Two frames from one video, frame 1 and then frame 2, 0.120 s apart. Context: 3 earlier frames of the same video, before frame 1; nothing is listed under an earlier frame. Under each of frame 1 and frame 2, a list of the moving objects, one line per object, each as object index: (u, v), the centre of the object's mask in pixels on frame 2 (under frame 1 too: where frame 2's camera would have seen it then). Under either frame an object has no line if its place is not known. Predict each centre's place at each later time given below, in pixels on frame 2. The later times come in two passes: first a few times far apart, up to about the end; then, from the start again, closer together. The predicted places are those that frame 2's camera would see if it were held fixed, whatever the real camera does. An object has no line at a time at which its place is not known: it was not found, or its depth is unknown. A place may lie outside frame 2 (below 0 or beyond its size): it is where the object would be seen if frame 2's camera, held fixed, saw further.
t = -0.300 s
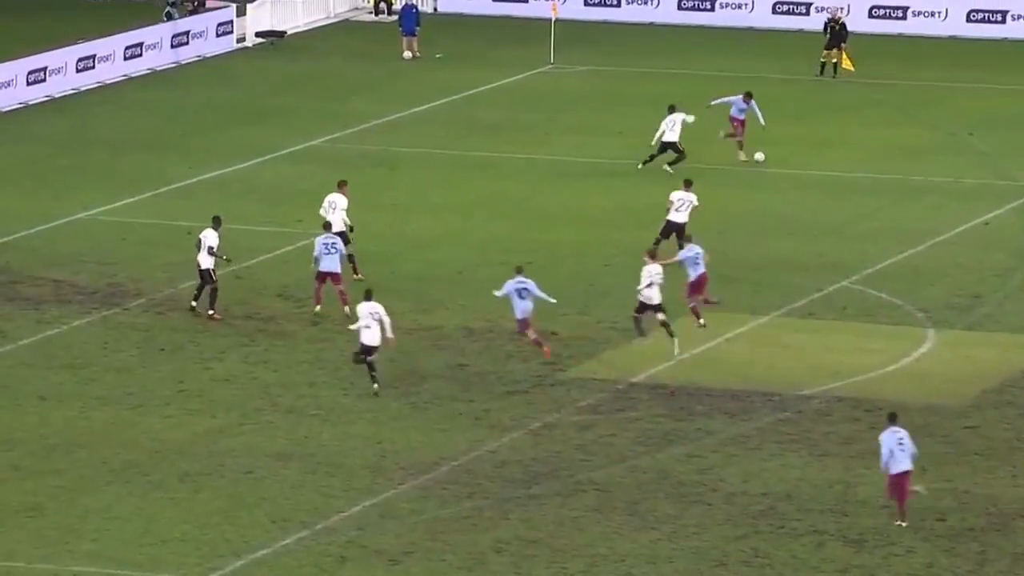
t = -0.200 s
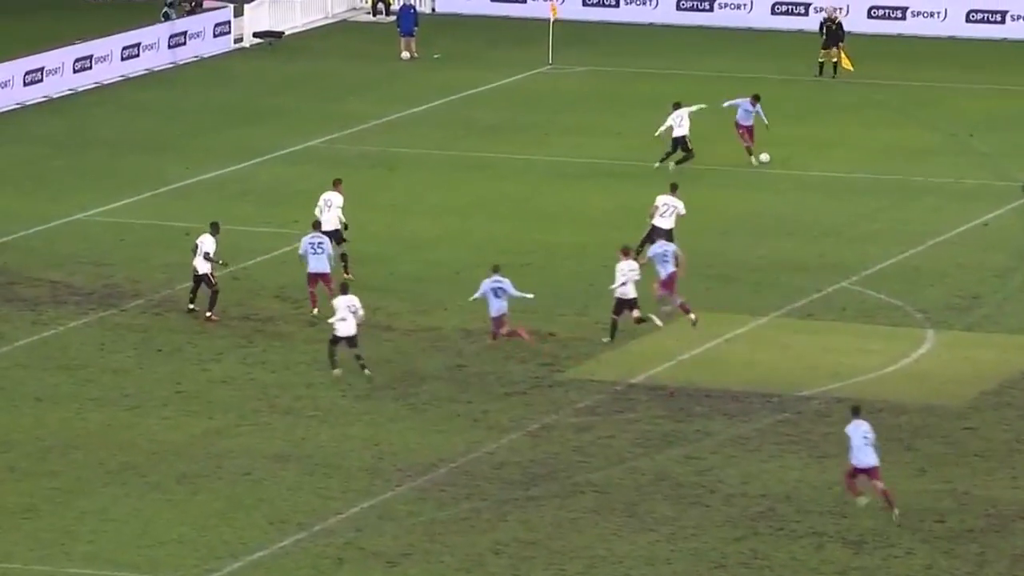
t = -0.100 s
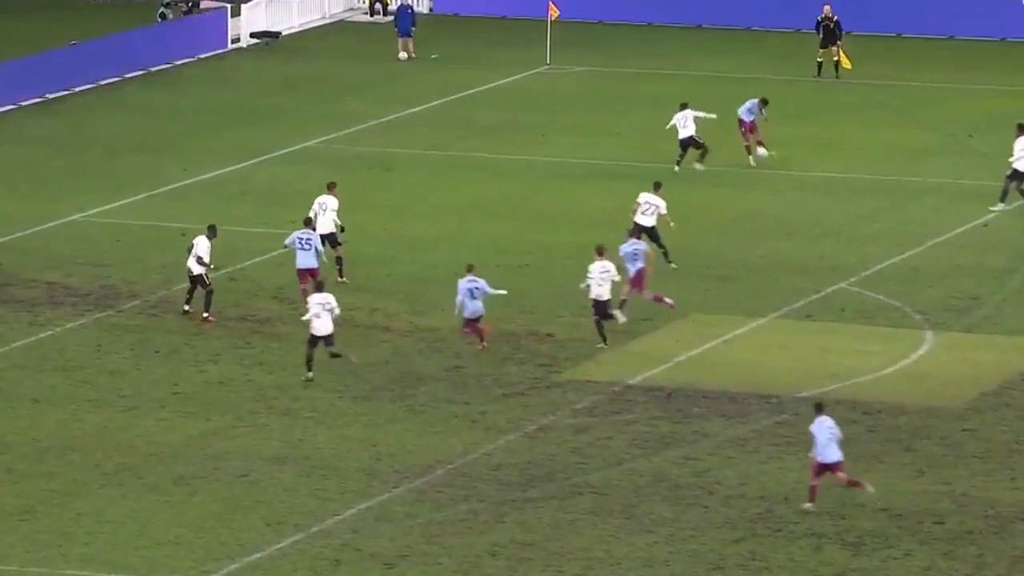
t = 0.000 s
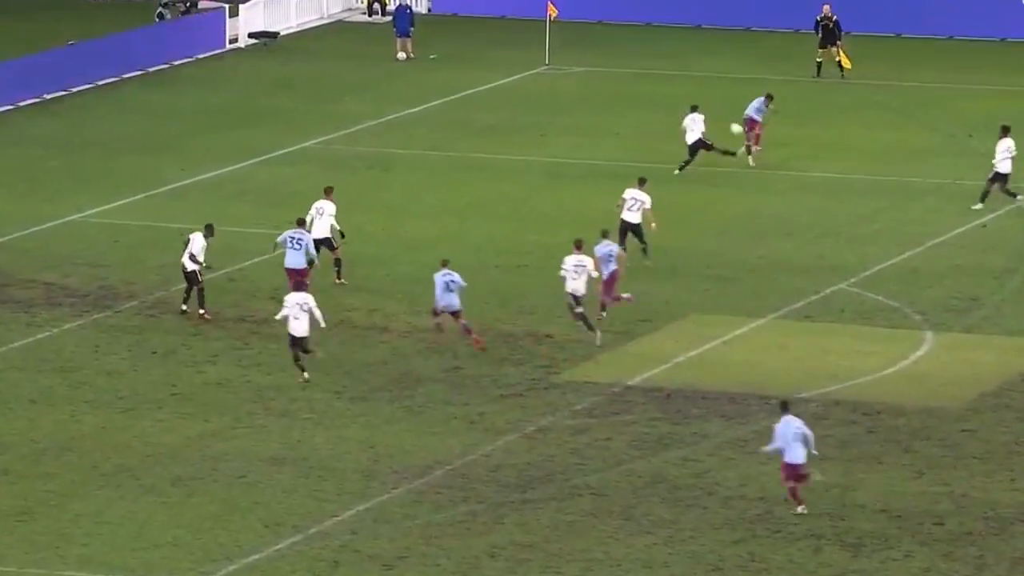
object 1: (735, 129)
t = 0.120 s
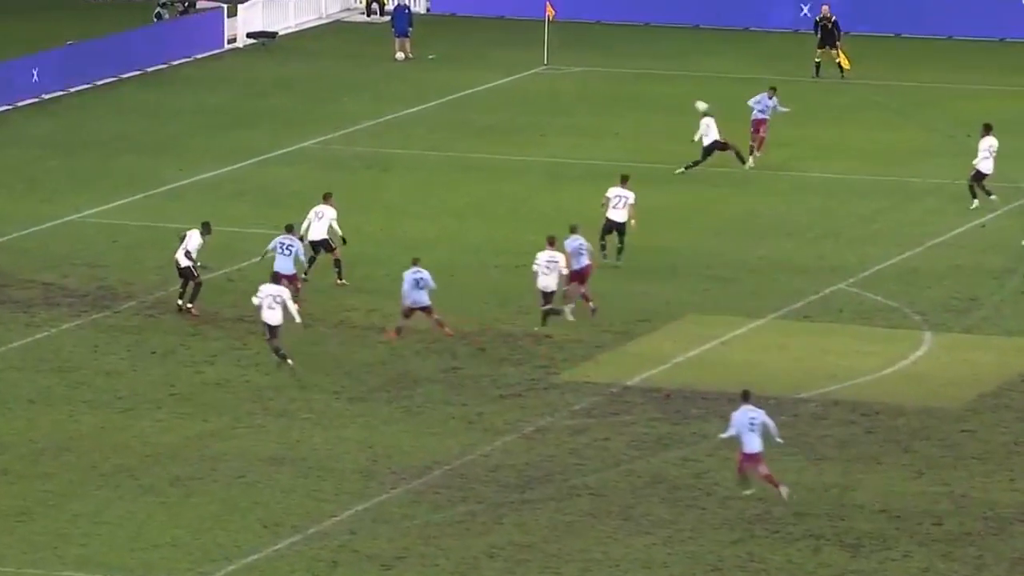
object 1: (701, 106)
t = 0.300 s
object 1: (648, 85)
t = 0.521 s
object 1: (574, 80)
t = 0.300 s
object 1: (648, 85)
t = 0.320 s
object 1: (642, 84)
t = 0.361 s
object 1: (629, 82)
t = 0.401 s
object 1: (615, 80)
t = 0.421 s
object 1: (608, 79)
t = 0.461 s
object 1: (595, 79)
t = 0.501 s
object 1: (581, 80)
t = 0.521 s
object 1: (574, 80)
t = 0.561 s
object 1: (561, 82)
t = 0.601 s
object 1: (547, 84)
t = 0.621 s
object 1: (541, 86)
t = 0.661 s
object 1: (527, 90)
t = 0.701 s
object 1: (512, 94)
